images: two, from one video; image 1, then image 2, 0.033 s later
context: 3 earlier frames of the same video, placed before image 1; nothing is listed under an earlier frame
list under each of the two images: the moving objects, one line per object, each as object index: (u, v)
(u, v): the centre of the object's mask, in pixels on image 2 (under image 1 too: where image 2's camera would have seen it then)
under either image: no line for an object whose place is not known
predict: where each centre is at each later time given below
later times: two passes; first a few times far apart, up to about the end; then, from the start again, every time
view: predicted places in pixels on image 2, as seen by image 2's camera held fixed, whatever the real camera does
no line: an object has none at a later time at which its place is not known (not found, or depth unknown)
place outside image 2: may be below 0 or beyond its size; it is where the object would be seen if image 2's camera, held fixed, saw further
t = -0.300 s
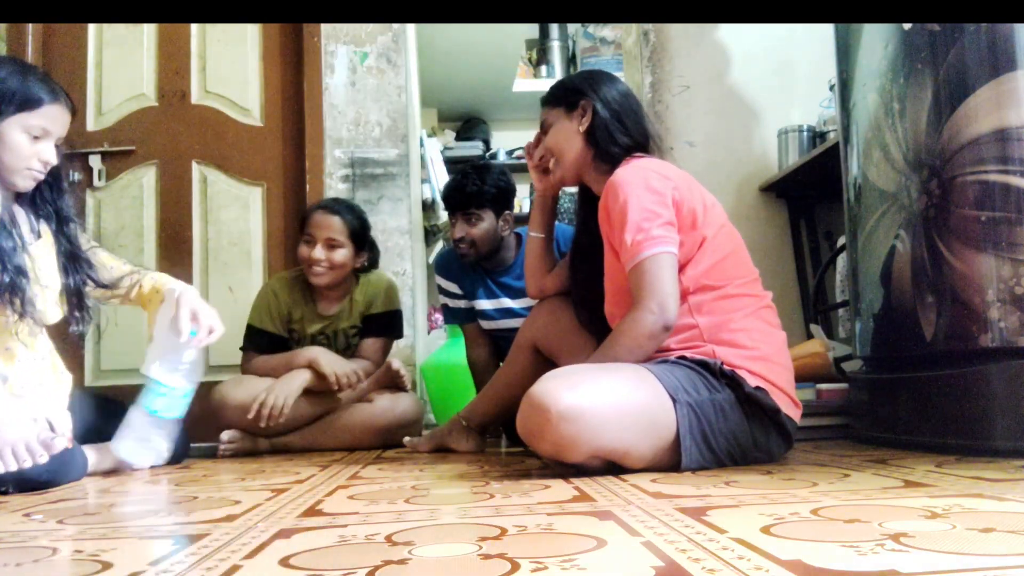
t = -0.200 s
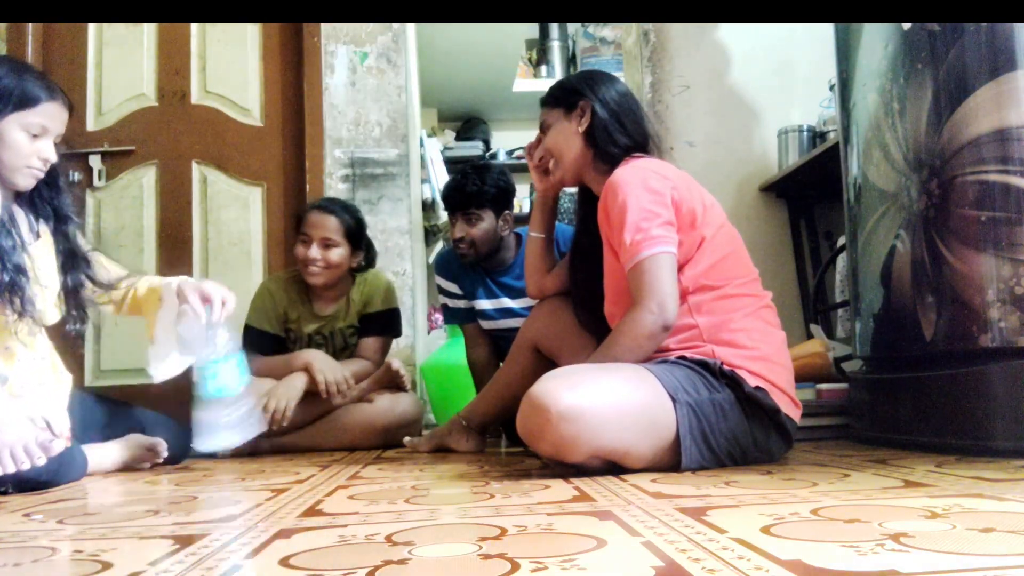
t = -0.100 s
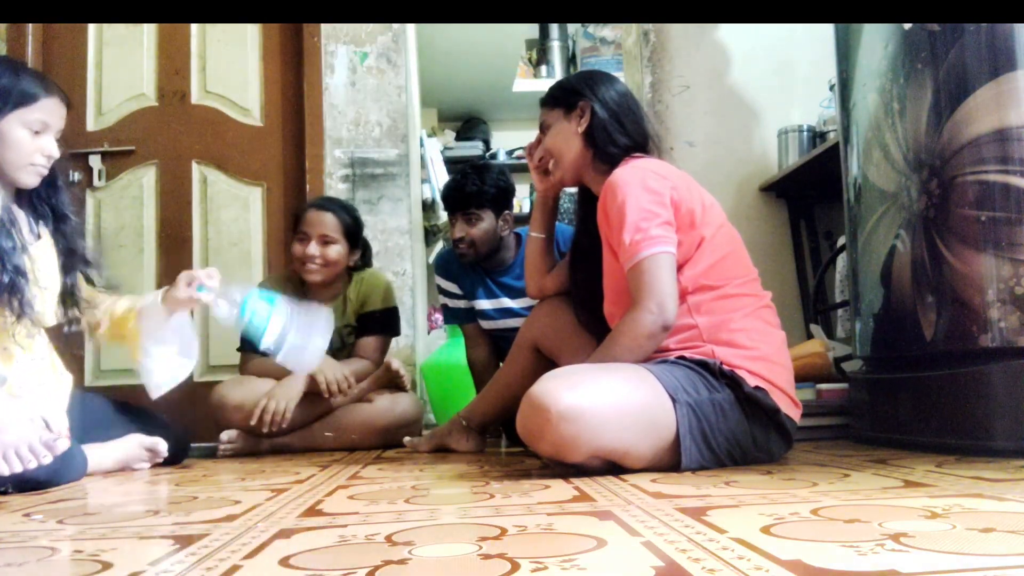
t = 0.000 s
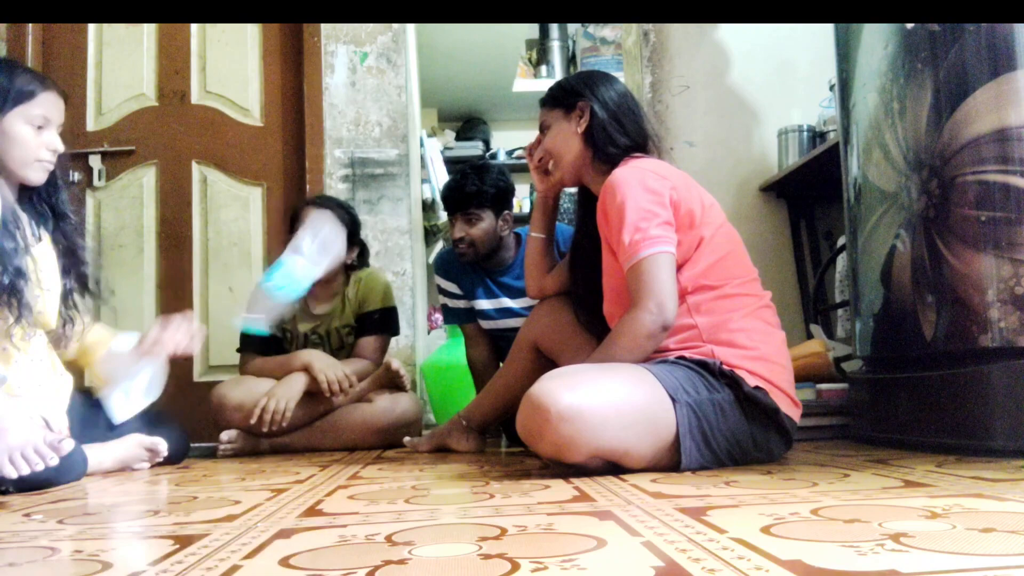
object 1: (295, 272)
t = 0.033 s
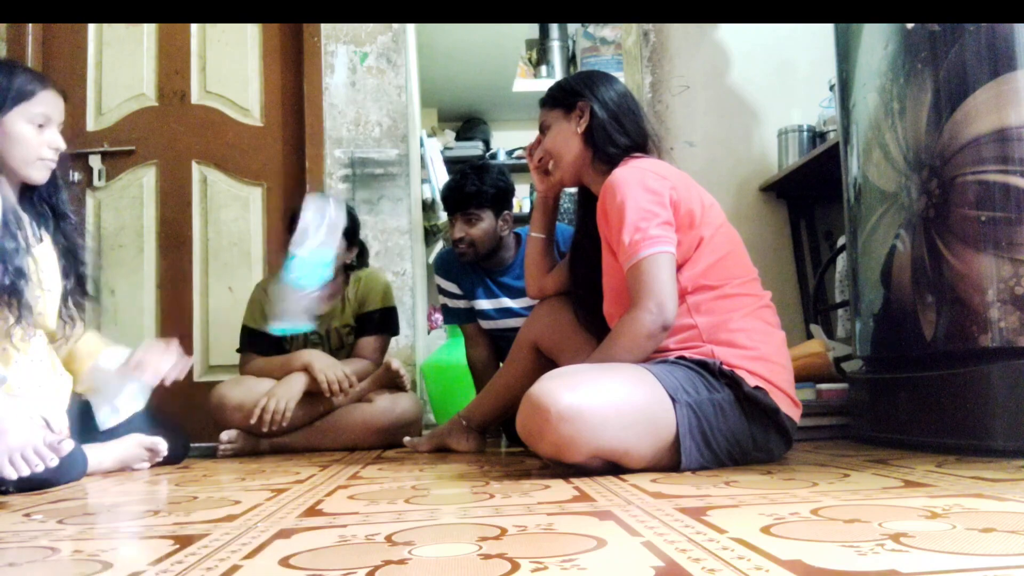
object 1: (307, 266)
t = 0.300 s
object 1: (367, 265)
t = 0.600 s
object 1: (400, 445)
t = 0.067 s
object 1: (327, 253)
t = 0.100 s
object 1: (345, 240)
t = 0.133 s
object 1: (357, 225)
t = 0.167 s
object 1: (362, 218)
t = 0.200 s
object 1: (363, 215)
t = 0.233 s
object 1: (362, 224)
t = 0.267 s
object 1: (365, 241)
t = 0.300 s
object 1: (367, 265)
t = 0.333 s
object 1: (370, 294)
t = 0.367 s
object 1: (374, 334)
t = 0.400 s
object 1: (375, 382)
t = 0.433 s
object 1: (387, 418)
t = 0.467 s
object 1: (395, 436)
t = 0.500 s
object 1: (399, 445)
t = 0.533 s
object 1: (400, 445)
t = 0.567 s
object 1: (400, 445)
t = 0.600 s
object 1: (400, 445)
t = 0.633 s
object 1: (400, 445)
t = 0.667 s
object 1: (400, 445)
